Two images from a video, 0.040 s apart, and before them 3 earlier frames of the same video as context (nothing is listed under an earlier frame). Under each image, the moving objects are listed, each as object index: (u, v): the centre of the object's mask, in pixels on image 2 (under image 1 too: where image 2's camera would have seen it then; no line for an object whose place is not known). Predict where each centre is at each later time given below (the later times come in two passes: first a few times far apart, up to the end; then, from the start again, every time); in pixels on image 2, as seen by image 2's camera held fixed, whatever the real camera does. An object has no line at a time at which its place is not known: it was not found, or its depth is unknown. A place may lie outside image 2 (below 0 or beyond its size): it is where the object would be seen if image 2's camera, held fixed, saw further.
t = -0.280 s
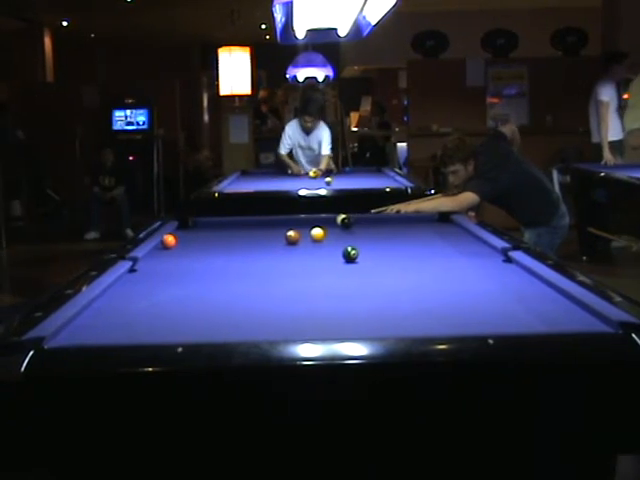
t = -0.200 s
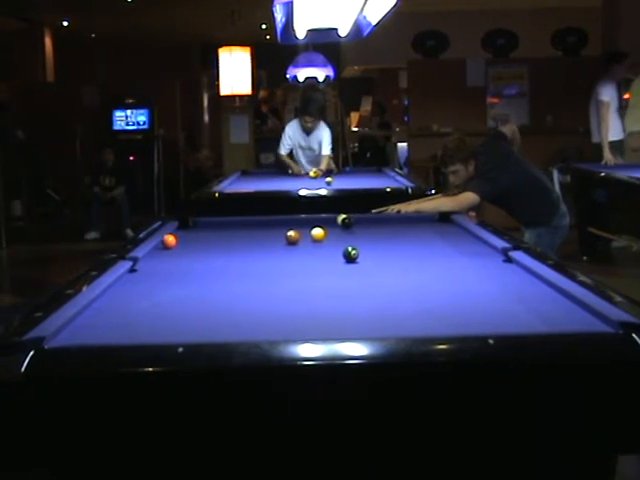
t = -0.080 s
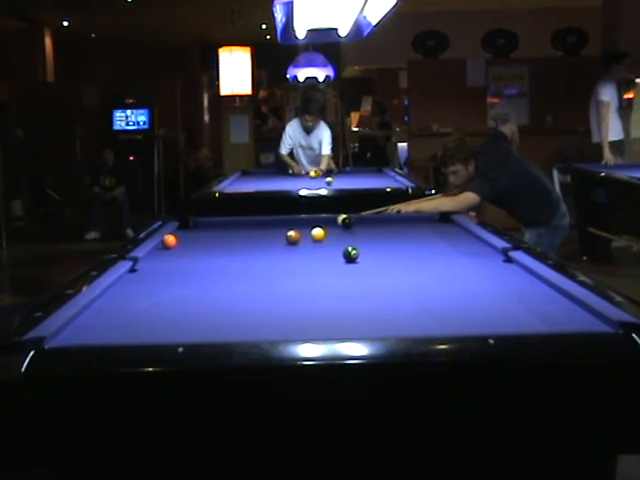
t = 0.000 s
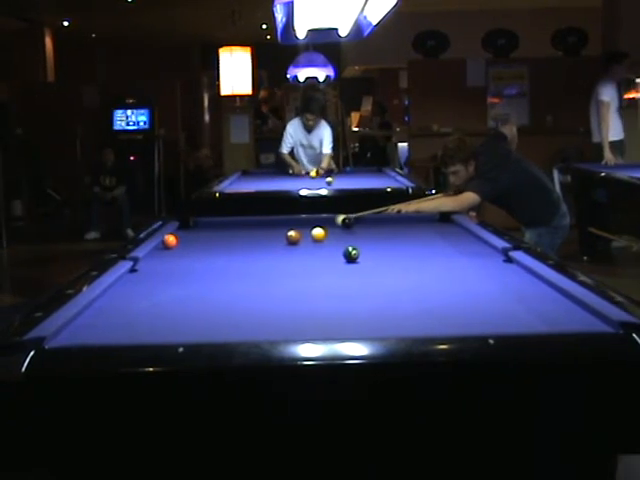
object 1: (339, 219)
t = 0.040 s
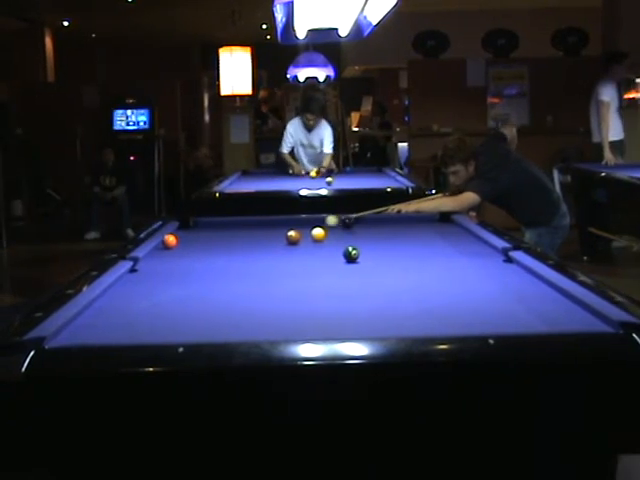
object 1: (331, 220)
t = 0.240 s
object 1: (281, 227)
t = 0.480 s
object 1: (215, 234)
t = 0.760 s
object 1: (176, 236)
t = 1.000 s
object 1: (189, 237)
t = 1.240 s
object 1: (201, 237)
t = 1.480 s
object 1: (212, 236)
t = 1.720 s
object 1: (221, 236)
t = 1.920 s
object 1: (227, 236)
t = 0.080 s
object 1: (321, 221)
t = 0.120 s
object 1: (311, 222)
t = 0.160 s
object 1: (301, 224)
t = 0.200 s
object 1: (291, 225)
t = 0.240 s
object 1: (281, 227)
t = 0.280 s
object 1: (270, 228)
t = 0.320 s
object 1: (260, 229)
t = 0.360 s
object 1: (249, 230)
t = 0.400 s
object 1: (238, 232)
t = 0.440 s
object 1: (226, 233)
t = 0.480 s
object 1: (215, 234)
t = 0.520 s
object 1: (203, 236)
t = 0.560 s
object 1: (192, 237)
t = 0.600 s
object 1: (181, 238)
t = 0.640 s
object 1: (175, 237)
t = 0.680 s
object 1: (170, 236)
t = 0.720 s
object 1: (174, 236)
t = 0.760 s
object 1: (176, 236)
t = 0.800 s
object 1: (178, 236)
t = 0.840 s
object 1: (181, 236)
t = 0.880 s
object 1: (183, 236)
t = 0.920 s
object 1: (185, 236)
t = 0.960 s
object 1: (187, 236)
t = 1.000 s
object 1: (189, 237)
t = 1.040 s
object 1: (191, 237)
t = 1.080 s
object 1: (194, 237)
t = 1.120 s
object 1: (196, 237)
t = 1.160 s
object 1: (197, 237)
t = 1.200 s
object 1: (199, 237)
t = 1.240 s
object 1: (201, 237)
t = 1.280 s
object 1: (203, 237)
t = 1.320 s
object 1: (205, 237)
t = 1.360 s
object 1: (206, 237)
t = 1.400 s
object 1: (208, 237)
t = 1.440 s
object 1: (210, 237)
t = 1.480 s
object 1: (212, 236)
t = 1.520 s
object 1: (213, 236)
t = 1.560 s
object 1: (215, 236)
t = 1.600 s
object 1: (216, 236)
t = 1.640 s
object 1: (218, 236)
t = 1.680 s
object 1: (219, 236)
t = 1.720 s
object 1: (221, 236)
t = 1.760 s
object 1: (222, 236)
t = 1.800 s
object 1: (223, 236)
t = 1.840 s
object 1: (224, 236)
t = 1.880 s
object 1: (226, 236)
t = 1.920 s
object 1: (227, 236)
